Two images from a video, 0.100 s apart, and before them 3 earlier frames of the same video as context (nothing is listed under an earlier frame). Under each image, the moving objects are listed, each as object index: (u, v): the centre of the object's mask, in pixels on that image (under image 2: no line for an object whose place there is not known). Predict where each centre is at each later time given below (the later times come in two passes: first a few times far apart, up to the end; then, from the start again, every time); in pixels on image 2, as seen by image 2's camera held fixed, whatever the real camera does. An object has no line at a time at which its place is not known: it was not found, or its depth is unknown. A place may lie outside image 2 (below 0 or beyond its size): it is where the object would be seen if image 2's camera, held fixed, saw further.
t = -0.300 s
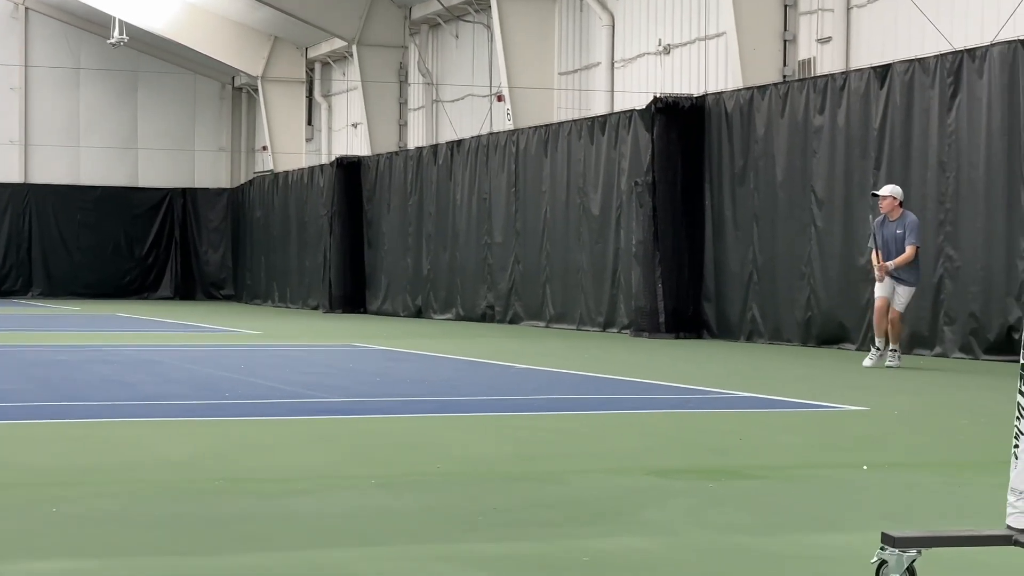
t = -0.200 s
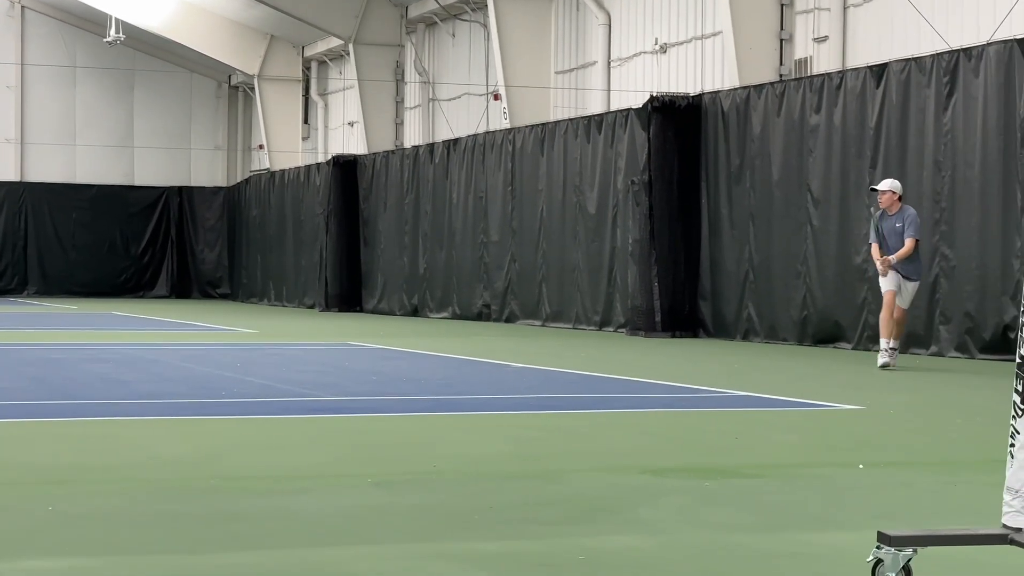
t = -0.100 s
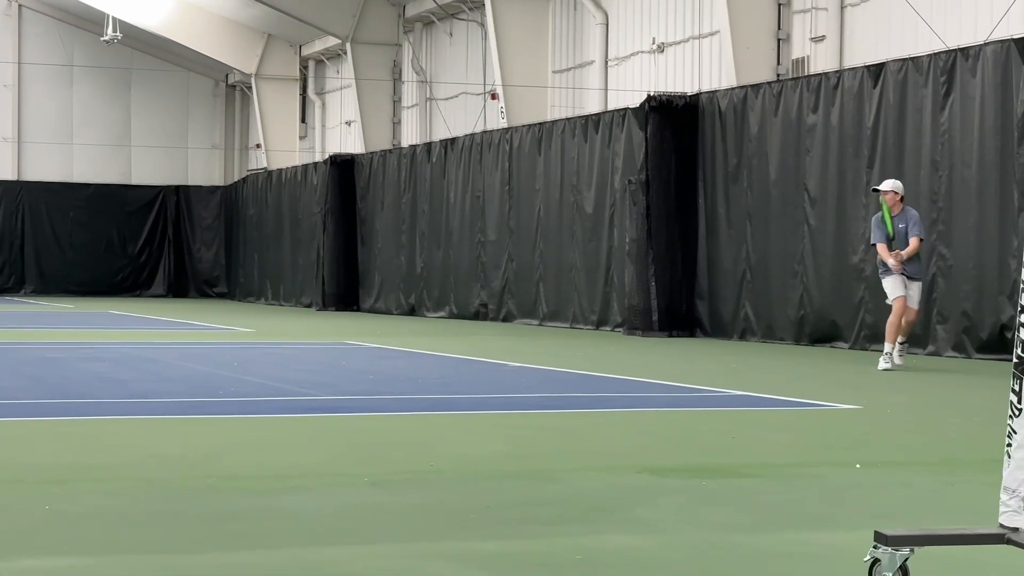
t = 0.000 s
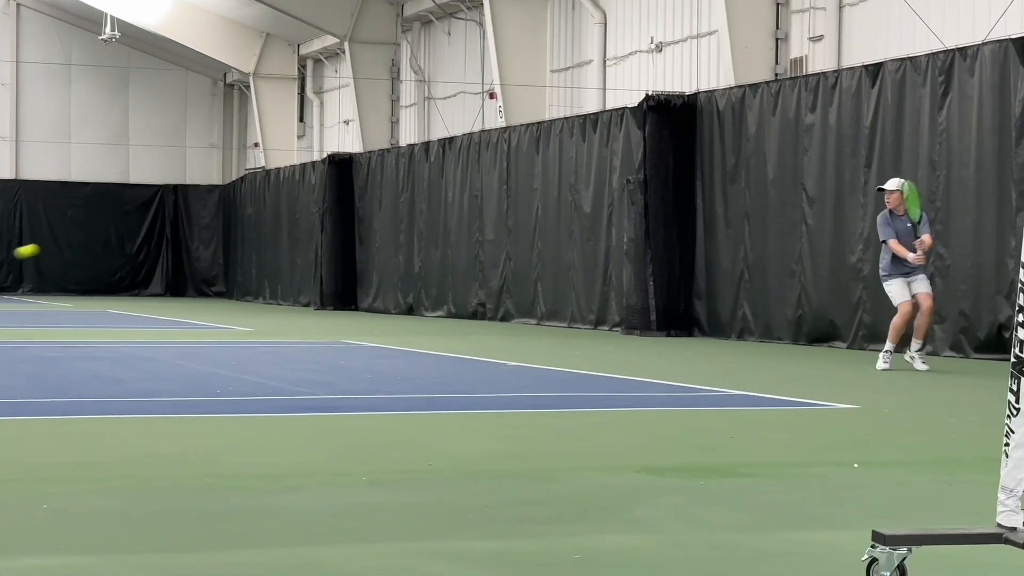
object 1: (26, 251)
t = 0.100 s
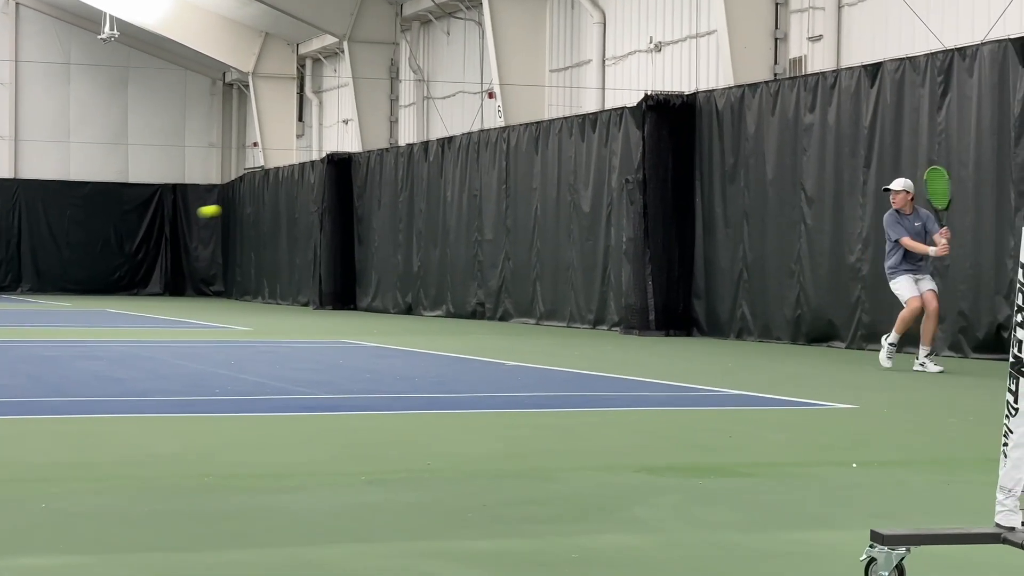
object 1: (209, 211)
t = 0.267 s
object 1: (483, 189)
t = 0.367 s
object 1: (633, 199)
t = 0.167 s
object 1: (323, 196)
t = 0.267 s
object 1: (483, 189)
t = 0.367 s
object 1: (633, 199)
